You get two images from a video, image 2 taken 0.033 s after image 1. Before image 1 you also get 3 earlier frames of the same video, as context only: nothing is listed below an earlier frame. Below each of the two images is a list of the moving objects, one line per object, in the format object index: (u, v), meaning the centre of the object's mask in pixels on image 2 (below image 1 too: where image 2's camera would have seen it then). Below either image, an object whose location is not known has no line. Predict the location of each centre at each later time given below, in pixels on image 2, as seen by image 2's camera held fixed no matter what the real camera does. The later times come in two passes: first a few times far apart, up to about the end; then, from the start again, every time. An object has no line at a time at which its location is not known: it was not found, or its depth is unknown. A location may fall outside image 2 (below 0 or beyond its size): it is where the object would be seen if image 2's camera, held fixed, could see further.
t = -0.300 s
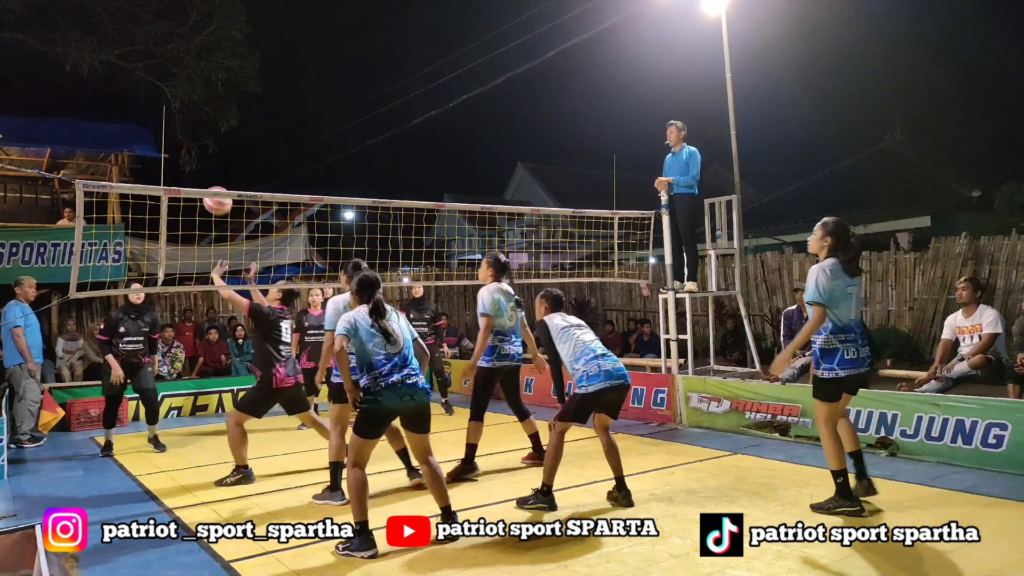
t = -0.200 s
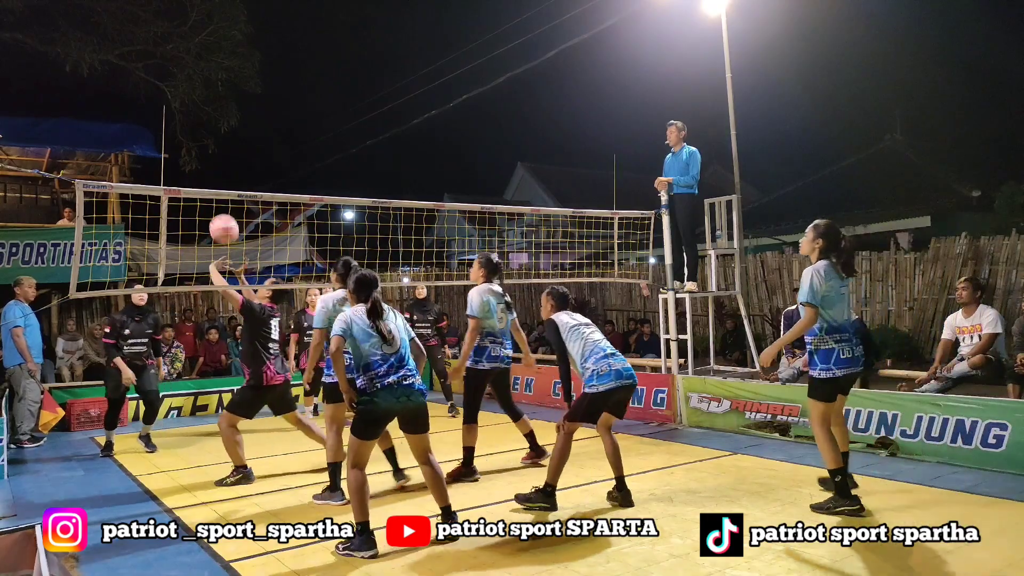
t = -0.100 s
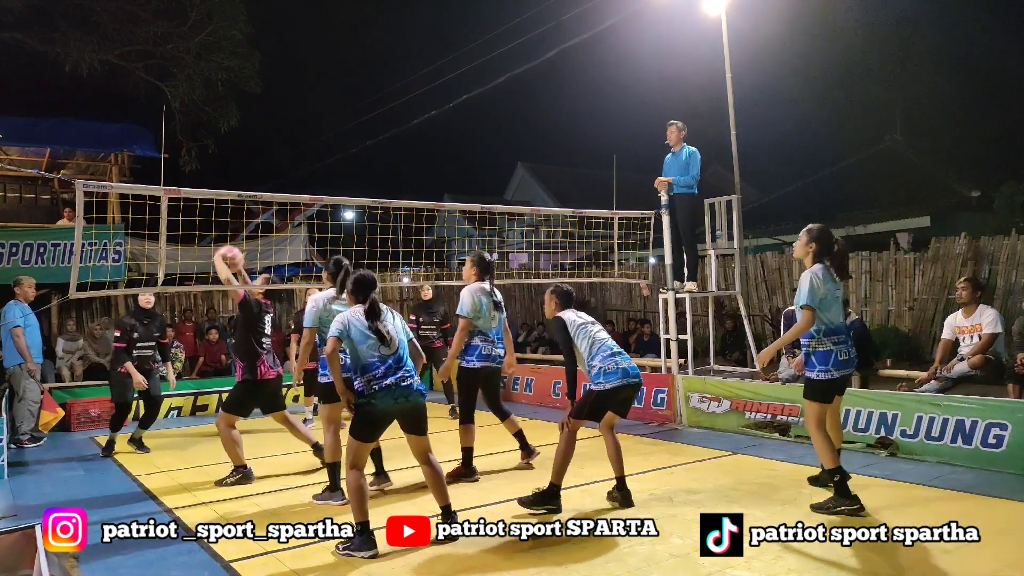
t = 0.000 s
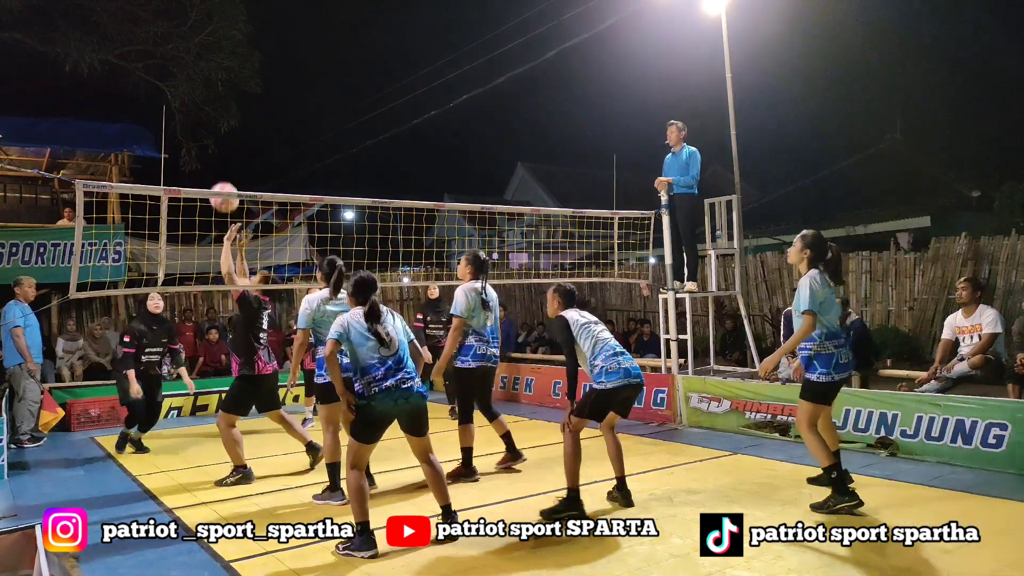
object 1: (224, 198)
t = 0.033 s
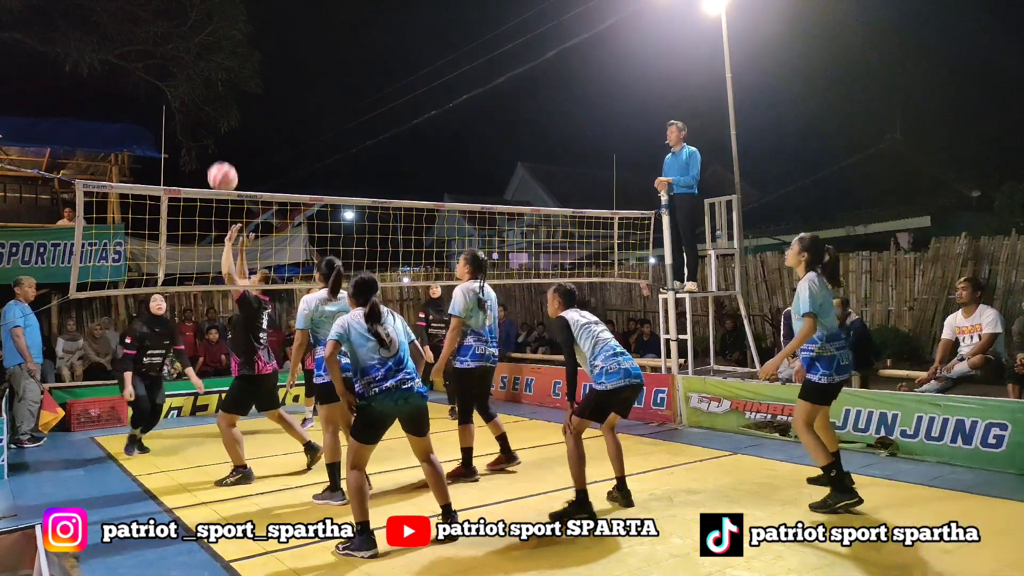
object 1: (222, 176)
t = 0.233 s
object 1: (214, 84)
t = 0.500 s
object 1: (210, 41)
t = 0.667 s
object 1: (209, 59)
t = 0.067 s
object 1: (221, 157)
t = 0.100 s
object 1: (219, 140)
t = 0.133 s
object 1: (218, 124)
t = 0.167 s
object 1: (217, 110)
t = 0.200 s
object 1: (215, 96)
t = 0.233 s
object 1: (214, 84)
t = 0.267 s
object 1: (213, 74)
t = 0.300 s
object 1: (212, 65)
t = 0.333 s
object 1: (212, 57)
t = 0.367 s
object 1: (211, 51)
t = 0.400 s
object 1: (211, 47)
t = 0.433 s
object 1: (210, 43)
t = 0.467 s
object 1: (210, 42)
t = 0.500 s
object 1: (210, 41)
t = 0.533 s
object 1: (210, 42)
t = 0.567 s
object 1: (209, 44)
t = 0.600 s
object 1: (209, 48)
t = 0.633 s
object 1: (209, 53)
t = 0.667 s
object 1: (209, 59)
